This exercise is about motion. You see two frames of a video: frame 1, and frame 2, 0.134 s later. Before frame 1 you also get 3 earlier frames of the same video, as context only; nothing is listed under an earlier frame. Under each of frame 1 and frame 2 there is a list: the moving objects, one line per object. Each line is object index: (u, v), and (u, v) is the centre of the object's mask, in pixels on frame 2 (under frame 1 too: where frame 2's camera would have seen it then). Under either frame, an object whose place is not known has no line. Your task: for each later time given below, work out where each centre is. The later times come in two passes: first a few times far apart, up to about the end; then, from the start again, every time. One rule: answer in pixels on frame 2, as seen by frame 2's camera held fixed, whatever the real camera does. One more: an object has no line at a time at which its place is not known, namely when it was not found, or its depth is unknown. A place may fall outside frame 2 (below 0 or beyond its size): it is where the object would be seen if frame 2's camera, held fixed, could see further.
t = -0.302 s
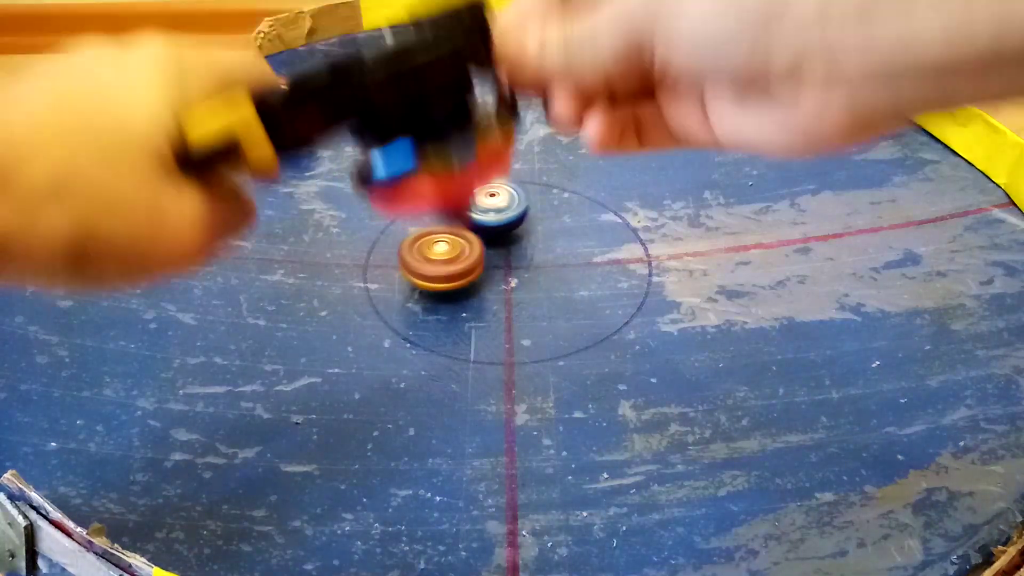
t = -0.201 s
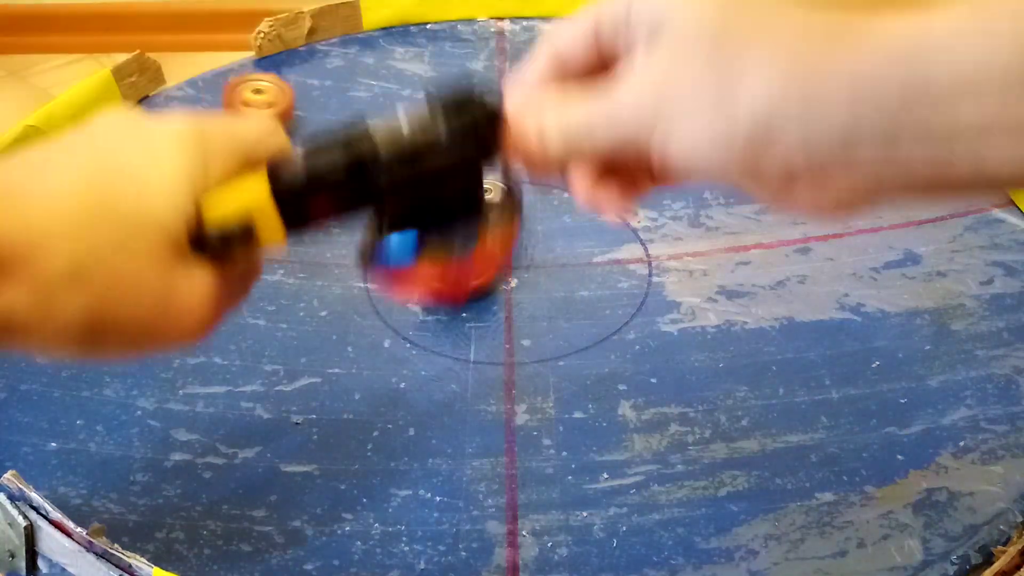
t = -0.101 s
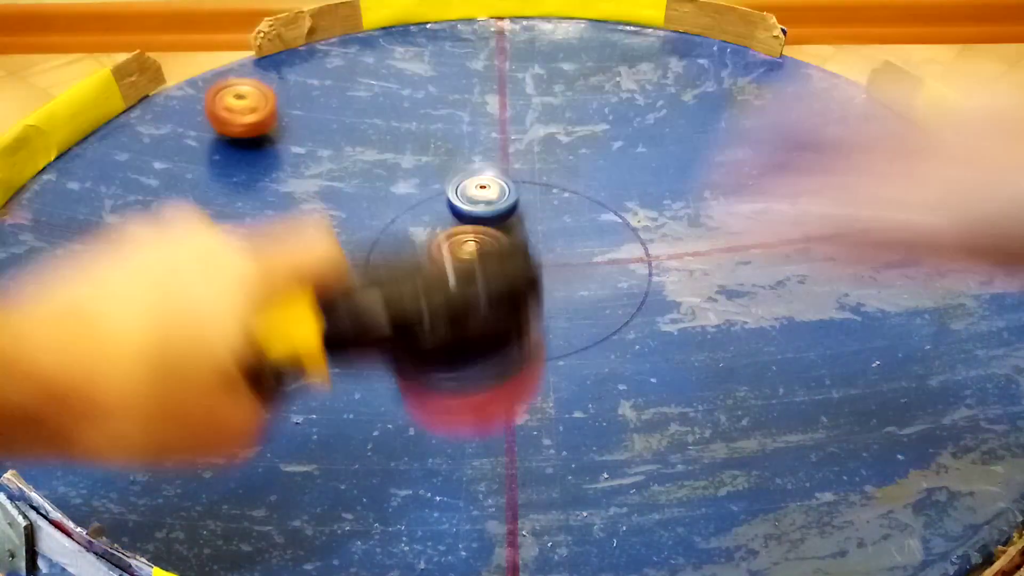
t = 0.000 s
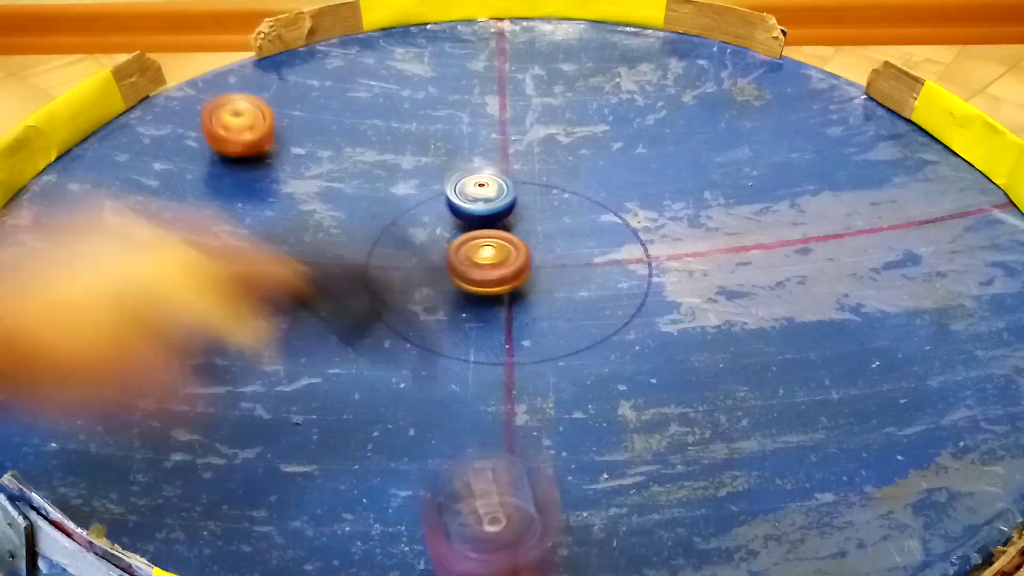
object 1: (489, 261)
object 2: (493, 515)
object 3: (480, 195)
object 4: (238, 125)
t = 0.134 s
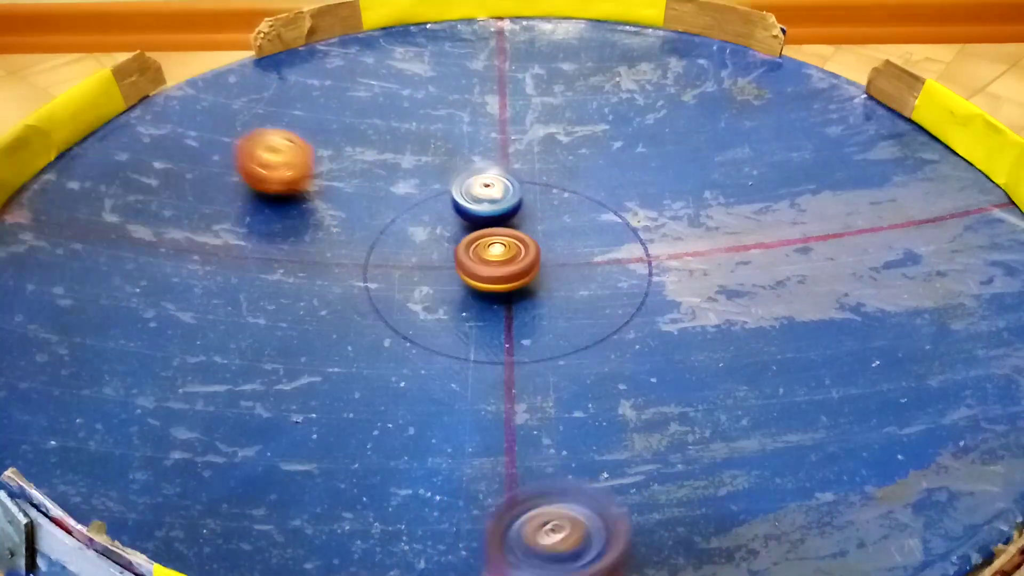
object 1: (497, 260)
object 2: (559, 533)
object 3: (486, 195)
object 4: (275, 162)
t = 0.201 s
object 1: (503, 257)
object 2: (585, 529)
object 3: (491, 198)
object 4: (315, 179)
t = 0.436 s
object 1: (533, 267)
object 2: (624, 440)
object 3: (623, 217)
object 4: (392, 180)
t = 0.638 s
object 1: (557, 265)
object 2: (500, 319)
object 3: (806, 262)
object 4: (370, 164)
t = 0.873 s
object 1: (593, 237)
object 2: (245, 276)
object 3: (872, 320)
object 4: (400, 182)
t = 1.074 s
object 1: (623, 226)
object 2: (50, 277)
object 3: (867, 360)
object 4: (477, 188)
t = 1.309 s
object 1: (645, 225)
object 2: (105, 359)
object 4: (546, 180)
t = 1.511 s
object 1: (639, 224)
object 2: (426, 367)
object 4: (586, 170)
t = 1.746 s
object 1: (671, 201)
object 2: (471, 311)
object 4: (492, 17)
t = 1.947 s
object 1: (675, 196)
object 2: (356, 245)
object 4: (268, 91)
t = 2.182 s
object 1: (667, 193)
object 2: (216, 206)
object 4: (77, 206)
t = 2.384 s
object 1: (647, 196)
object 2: (270, 267)
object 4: (52, 331)
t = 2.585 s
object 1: (606, 204)
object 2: (462, 262)
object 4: (211, 438)
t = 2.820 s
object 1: (649, 194)
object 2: (436, 208)
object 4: (492, 449)
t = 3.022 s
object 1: (658, 198)
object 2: (304, 214)
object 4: (665, 357)
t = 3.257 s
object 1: (638, 199)
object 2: (278, 293)
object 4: (709, 247)
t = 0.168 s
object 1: (499, 258)
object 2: (572, 530)
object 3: (488, 196)
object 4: (293, 171)
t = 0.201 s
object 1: (503, 257)
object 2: (585, 529)
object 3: (491, 198)
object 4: (315, 179)
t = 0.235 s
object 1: (510, 258)
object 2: (596, 523)
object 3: (492, 201)
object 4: (337, 187)
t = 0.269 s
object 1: (517, 260)
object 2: (607, 519)
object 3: (492, 201)
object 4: (362, 193)
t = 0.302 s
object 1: (521, 262)
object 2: (619, 509)
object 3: (490, 203)
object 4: (389, 196)
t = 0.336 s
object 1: (524, 264)
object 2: (629, 497)
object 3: (491, 204)
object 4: (413, 197)
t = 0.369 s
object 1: (527, 264)
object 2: (633, 480)
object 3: (535, 205)
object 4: (407, 191)
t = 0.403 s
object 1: (529, 265)
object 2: (631, 463)
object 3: (584, 216)
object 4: (399, 185)
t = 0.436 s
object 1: (533, 267)
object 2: (624, 440)
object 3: (623, 217)
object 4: (392, 180)
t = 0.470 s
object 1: (537, 269)
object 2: (612, 416)
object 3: (665, 223)
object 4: (387, 174)
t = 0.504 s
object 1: (542, 270)
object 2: (595, 395)
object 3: (700, 230)
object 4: (382, 170)
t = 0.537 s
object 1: (547, 271)
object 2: (575, 373)
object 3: (732, 237)
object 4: (377, 167)
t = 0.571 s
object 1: (550, 270)
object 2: (553, 348)
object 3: (761, 247)
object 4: (374, 165)
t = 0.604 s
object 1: (552, 268)
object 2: (529, 330)
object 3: (787, 255)
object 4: (371, 163)
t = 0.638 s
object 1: (557, 265)
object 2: (500, 319)
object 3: (806, 262)
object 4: (370, 164)
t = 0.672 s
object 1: (562, 260)
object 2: (468, 308)
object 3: (823, 272)
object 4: (370, 167)
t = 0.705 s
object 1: (568, 254)
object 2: (429, 301)
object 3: (834, 279)
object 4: (372, 169)
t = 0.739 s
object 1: (573, 250)
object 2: (395, 296)
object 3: (844, 288)
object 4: (374, 172)
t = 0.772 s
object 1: (577, 246)
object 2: (360, 288)
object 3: (854, 300)
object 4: (380, 175)
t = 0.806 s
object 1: (582, 243)
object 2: (319, 285)
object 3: (862, 305)
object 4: (387, 178)
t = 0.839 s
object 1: (588, 240)
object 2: (278, 279)
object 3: (868, 312)
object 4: (393, 180)
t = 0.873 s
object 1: (593, 237)
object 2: (245, 276)
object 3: (872, 320)
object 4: (400, 182)
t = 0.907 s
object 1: (597, 234)
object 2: (208, 272)
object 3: (877, 326)
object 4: (410, 185)
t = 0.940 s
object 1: (601, 232)
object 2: (172, 271)
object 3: (880, 331)
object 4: (422, 187)
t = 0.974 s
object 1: (607, 231)
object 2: (141, 271)
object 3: (880, 341)
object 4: (434, 187)
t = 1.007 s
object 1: (613, 228)
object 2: (110, 271)
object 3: (878, 349)
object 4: (449, 189)
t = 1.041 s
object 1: (619, 227)
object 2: (76, 272)
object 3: (875, 354)
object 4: (462, 189)
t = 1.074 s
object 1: (623, 226)
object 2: (50, 277)
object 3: (867, 360)
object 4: (477, 188)
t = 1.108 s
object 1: (630, 226)
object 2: (36, 280)
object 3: (857, 362)
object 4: (490, 188)
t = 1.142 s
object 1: (634, 225)
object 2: (28, 284)
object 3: (842, 364)
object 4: (504, 188)
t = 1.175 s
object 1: (637, 224)
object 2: (30, 298)
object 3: (824, 366)
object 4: (515, 187)
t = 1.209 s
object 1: (639, 223)
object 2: (39, 315)
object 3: (803, 366)
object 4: (525, 185)
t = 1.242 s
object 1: (640, 222)
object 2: (52, 329)
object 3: (782, 361)
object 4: (532, 183)
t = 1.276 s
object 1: (642, 223)
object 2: (73, 345)
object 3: (760, 357)
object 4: (539, 182)
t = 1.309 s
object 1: (645, 225)
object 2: (105, 359)
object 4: (546, 180)
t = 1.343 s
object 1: (646, 226)
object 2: (150, 377)
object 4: (556, 178)
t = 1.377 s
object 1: (646, 225)
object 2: (201, 386)
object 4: (565, 176)
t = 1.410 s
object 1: (645, 225)
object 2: (257, 390)
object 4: (573, 174)
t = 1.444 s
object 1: (644, 225)
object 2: (318, 386)
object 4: (578, 172)
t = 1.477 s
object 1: (642, 224)
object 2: (373, 379)
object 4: (582, 172)
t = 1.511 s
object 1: (639, 224)
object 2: (426, 367)
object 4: (586, 170)
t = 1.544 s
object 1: (634, 222)
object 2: (474, 351)
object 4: (589, 168)
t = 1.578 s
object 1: (629, 219)
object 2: (519, 329)
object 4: (589, 166)
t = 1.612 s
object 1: (622, 213)
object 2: (544, 311)
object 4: (589, 163)
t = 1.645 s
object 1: (630, 208)
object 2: (524, 316)
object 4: (570, 121)
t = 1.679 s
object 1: (645, 206)
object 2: (504, 318)
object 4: (546, 72)
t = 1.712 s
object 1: (660, 205)
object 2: (487, 317)
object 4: (525, 35)
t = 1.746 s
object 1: (671, 201)
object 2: (471, 311)
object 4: (492, 17)
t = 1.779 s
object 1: (678, 200)
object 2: (456, 303)
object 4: (452, 19)
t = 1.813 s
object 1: (681, 198)
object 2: (439, 295)
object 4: (407, 35)
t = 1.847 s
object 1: (681, 198)
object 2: (420, 281)
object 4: (369, 47)
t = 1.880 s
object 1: (679, 198)
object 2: (399, 270)
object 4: (333, 58)
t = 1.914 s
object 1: (676, 197)
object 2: (378, 257)
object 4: (299, 73)
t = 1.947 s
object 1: (675, 196)
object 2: (356, 245)
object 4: (268, 91)
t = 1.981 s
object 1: (673, 195)
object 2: (332, 233)
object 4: (242, 107)
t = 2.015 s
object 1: (671, 194)
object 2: (310, 223)
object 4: (215, 125)
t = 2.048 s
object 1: (669, 193)
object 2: (287, 217)
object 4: (189, 142)
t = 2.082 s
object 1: (668, 193)
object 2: (260, 210)
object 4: (165, 158)
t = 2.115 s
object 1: (668, 193)
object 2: (234, 204)
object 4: (143, 176)
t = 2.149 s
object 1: (669, 194)
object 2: (215, 201)
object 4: (116, 191)
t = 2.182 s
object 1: (667, 193)
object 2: (216, 206)
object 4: (77, 206)
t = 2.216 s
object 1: (663, 193)
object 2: (217, 214)
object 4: (47, 221)
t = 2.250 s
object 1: (657, 192)
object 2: (218, 224)
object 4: (31, 236)
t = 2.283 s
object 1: (654, 191)
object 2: (223, 234)
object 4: (24, 254)
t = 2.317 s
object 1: (652, 192)
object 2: (232, 245)
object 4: (29, 284)
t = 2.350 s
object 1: (650, 194)
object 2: (249, 258)
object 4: (38, 307)
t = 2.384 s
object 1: (647, 196)
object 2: (270, 267)
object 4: (52, 331)
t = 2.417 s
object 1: (643, 197)
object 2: (295, 273)
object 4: (71, 353)
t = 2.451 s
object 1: (636, 198)
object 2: (330, 277)
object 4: (94, 373)
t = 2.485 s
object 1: (628, 199)
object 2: (360, 279)
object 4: (120, 392)
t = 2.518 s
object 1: (621, 200)
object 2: (393, 277)
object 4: (148, 410)
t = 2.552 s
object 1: (614, 202)
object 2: (429, 271)
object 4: (179, 426)
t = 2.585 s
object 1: (606, 204)
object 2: (462, 262)
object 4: (211, 438)
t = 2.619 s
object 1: (599, 206)
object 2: (489, 250)
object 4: (248, 449)
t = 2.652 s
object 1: (592, 207)
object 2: (515, 236)
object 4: (288, 457)
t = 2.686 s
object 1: (604, 202)
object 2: (507, 230)
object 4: (328, 462)
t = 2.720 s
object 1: (619, 197)
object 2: (491, 223)
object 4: (370, 464)
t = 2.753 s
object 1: (632, 194)
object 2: (474, 218)
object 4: (412, 462)
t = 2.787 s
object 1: (642, 194)
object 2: (456, 212)
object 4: (453, 457)
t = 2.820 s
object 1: (649, 194)
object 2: (436, 208)
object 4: (492, 449)
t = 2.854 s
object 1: (655, 195)
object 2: (417, 205)
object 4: (530, 438)
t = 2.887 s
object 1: (658, 197)
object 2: (395, 204)
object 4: (566, 425)
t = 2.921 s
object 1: (659, 197)
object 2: (371, 203)
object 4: (597, 410)
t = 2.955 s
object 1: (659, 197)
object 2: (349, 204)
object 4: (623, 393)
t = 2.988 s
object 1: (659, 197)
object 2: (326, 209)
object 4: (646, 376)
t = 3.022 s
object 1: (658, 198)
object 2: (304, 214)
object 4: (665, 357)
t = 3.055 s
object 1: (659, 199)
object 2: (285, 223)
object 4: (679, 339)
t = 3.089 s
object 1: (659, 201)
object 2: (268, 232)
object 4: (691, 320)
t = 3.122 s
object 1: (658, 204)
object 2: (260, 244)
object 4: (698, 302)
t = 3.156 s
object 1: (657, 206)
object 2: (254, 259)
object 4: (702, 282)
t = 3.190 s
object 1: (654, 207)
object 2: (256, 272)
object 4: (702, 266)
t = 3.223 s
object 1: (647, 207)
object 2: (265, 283)
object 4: (701, 251)
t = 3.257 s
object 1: (638, 199)
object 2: (278, 293)
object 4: (709, 247)
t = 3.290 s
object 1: (625, 186)
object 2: (299, 303)
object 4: (720, 244)
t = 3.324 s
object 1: (614, 176)
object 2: (327, 311)
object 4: (725, 240)
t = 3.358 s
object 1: (603, 168)
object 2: (358, 315)
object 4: (727, 233)
